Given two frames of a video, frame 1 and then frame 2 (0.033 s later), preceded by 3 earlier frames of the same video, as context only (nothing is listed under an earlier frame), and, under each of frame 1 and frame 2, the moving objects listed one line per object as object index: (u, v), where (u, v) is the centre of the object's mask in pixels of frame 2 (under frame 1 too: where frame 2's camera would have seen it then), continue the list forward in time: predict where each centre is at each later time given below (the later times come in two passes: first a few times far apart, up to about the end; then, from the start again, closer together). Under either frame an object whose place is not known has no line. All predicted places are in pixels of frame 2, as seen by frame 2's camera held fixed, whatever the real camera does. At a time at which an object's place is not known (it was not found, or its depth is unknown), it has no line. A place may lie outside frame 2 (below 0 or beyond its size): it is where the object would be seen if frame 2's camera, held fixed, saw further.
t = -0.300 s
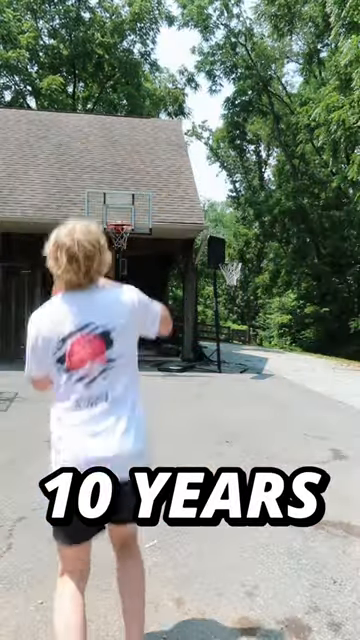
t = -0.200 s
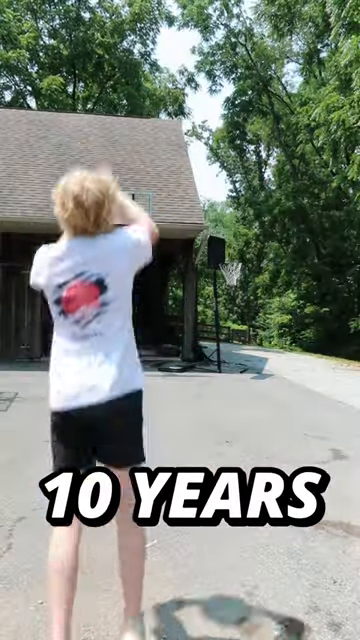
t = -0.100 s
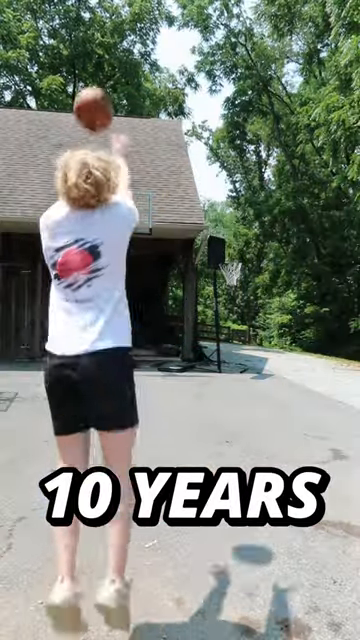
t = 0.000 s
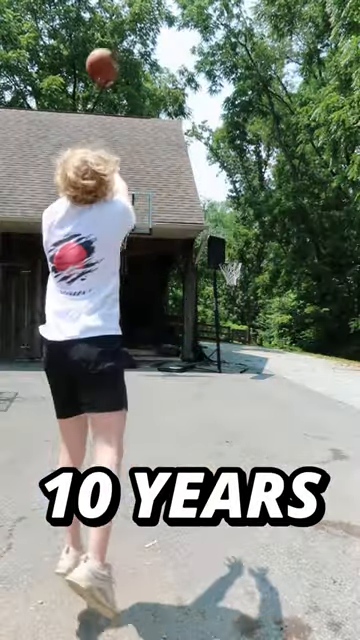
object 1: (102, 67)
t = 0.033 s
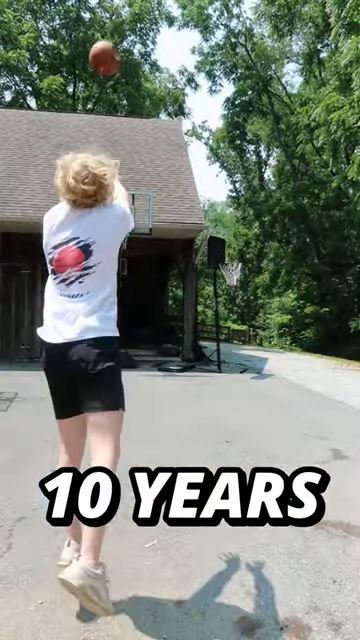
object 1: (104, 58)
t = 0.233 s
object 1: (114, 48)
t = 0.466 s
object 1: (118, 69)
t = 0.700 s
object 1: (119, 119)
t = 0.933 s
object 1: (119, 185)
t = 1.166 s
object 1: (119, 240)
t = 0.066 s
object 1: (106, 55)
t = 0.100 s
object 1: (108, 51)
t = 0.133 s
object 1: (110, 49)
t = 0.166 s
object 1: (112, 48)
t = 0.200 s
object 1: (112, 47)
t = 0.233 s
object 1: (114, 48)
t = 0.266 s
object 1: (114, 49)
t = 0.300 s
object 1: (115, 51)
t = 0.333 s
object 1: (115, 53)
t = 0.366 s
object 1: (116, 55)
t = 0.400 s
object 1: (116, 58)
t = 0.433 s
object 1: (118, 63)
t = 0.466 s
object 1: (118, 69)
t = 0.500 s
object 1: (118, 74)
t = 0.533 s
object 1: (118, 80)
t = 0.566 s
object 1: (118, 87)
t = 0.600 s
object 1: (119, 95)
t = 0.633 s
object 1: (120, 103)
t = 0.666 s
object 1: (119, 112)
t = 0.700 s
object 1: (119, 119)
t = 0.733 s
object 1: (119, 129)
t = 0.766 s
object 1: (120, 137)
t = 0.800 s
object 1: (120, 146)
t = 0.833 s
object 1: (120, 155)
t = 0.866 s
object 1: (120, 166)
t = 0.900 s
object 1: (119, 176)
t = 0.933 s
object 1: (119, 185)
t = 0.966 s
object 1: (120, 196)
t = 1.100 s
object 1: (119, 238)
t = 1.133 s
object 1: (119, 239)
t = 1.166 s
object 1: (119, 240)
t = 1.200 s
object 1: (119, 241)
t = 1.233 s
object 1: (119, 244)
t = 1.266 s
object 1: (119, 247)
